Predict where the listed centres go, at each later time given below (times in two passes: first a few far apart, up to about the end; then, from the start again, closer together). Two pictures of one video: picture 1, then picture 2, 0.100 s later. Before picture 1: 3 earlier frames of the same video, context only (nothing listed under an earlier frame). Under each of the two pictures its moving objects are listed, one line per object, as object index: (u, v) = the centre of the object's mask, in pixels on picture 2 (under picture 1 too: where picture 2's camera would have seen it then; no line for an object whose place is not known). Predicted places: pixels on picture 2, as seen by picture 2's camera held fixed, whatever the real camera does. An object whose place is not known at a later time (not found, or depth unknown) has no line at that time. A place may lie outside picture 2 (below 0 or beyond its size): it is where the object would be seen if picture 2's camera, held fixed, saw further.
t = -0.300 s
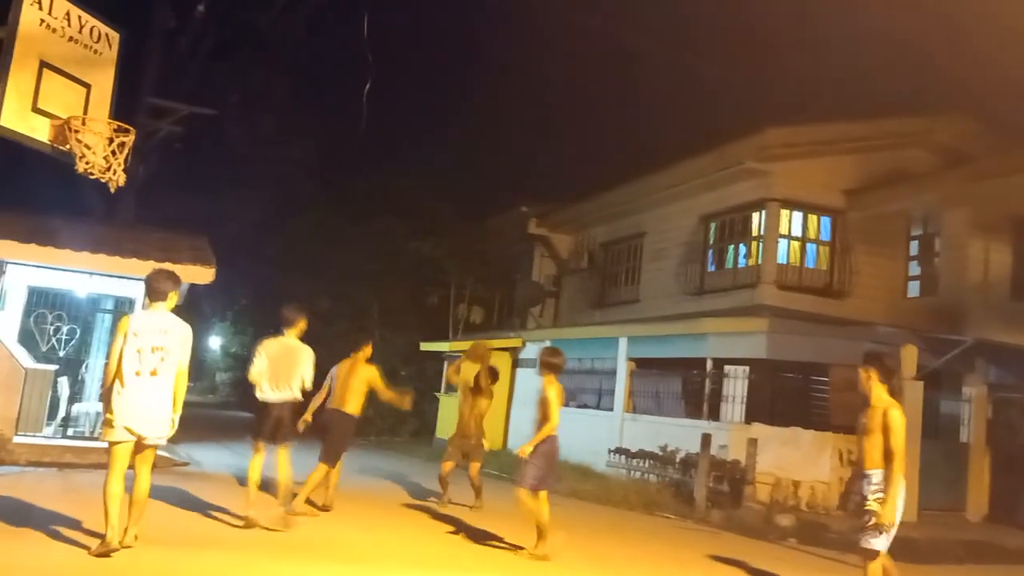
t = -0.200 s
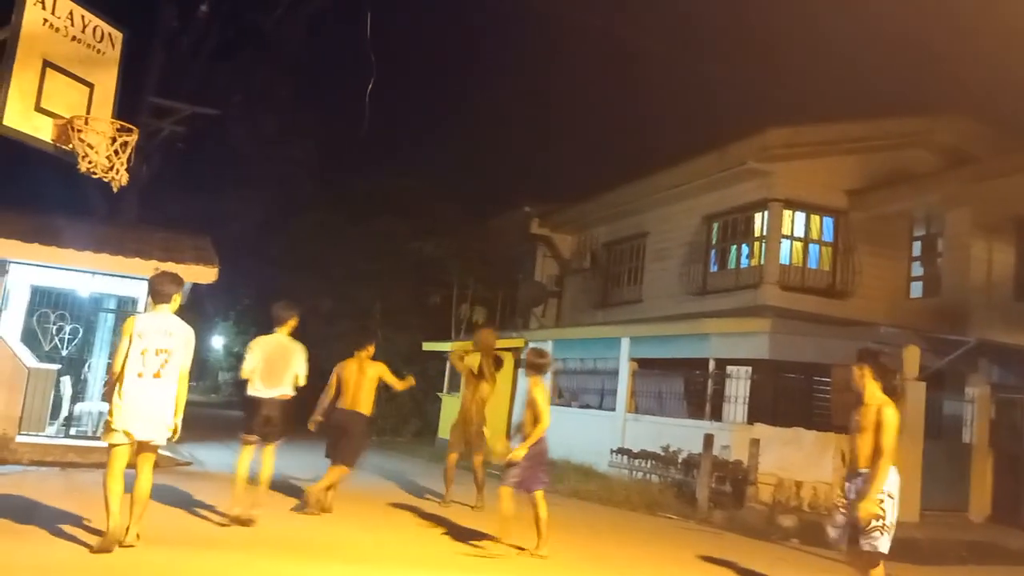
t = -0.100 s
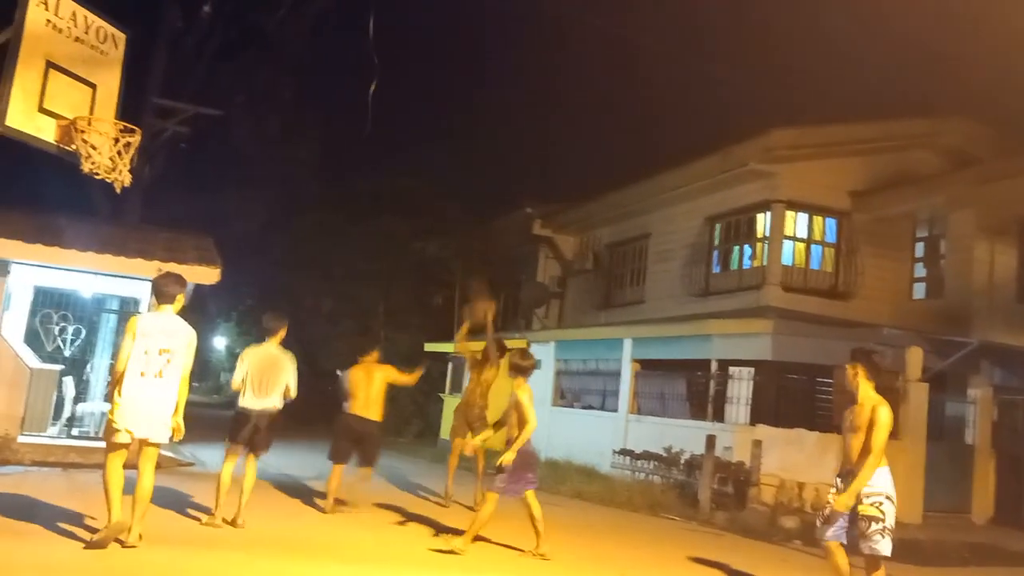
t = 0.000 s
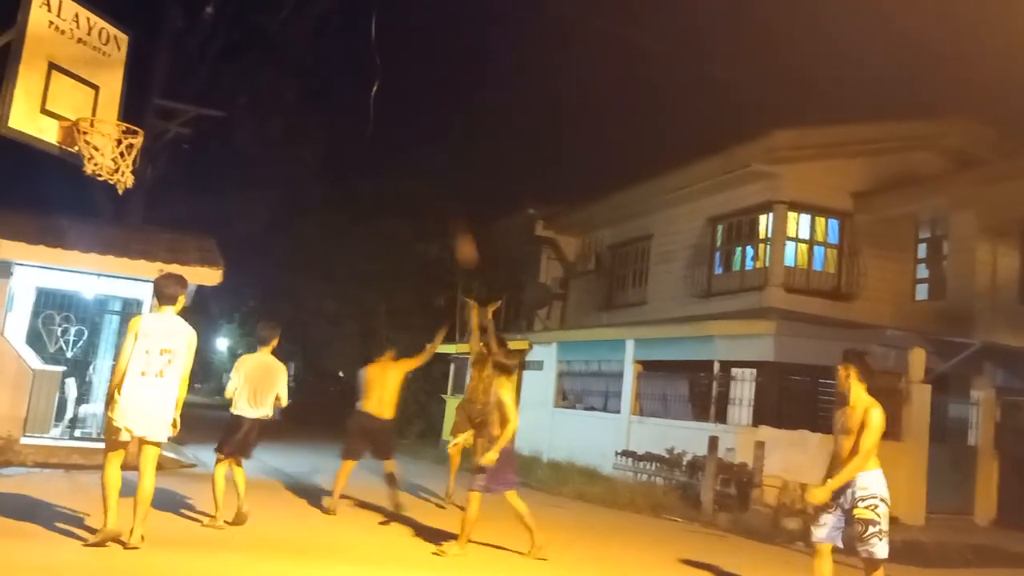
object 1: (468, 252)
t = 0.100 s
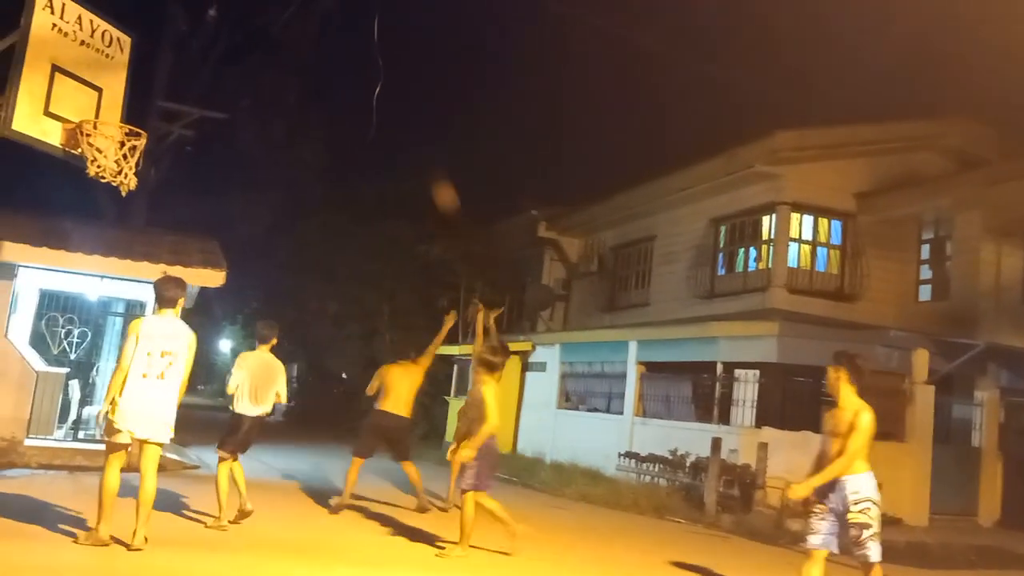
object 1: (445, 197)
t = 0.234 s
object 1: (412, 133)
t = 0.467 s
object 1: (345, 57)
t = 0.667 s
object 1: (278, 32)
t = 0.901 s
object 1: (180, 56)
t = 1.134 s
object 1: (128, 104)
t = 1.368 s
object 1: (229, 106)
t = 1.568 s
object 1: (311, 156)
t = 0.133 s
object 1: (437, 178)
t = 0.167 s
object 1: (429, 163)
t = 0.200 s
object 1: (420, 146)
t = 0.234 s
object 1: (412, 133)
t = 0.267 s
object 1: (404, 120)
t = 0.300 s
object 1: (394, 106)
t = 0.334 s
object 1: (385, 94)
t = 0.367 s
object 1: (375, 83)
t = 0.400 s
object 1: (366, 74)
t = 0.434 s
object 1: (356, 65)
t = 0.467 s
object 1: (345, 57)
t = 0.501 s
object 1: (335, 50)
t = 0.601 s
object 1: (301, 36)
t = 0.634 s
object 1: (290, 33)
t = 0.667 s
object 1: (278, 32)
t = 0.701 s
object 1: (265, 32)
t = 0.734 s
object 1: (252, 33)
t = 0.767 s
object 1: (237, 35)
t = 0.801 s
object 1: (223, 38)
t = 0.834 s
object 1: (209, 43)
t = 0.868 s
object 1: (194, 48)
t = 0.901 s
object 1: (180, 56)
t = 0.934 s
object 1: (163, 65)
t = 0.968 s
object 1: (149, 73)
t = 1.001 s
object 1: (134, 86)
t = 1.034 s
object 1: (133, 89)
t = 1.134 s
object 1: (128, 104)
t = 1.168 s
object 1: (144, 101)
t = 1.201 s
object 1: (154, 99)
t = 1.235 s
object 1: (173, 98)
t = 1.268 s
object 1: (189, 99)
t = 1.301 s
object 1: (205, 100)
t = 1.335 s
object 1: (214, 102)
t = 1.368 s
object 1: (229, 106)
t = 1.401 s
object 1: (242, 111)
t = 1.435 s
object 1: (259, 118)
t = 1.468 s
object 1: (271, 125)
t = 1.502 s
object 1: (285, 134)
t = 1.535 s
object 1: (298, 145)
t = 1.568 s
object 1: (311, 156)
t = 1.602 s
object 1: (322, 169)
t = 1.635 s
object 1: (334, 182)
